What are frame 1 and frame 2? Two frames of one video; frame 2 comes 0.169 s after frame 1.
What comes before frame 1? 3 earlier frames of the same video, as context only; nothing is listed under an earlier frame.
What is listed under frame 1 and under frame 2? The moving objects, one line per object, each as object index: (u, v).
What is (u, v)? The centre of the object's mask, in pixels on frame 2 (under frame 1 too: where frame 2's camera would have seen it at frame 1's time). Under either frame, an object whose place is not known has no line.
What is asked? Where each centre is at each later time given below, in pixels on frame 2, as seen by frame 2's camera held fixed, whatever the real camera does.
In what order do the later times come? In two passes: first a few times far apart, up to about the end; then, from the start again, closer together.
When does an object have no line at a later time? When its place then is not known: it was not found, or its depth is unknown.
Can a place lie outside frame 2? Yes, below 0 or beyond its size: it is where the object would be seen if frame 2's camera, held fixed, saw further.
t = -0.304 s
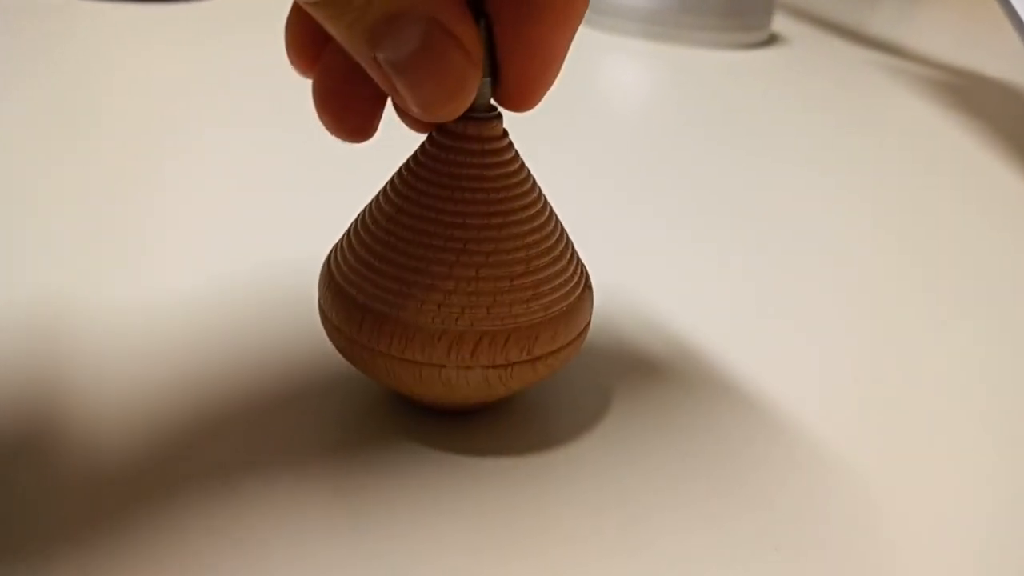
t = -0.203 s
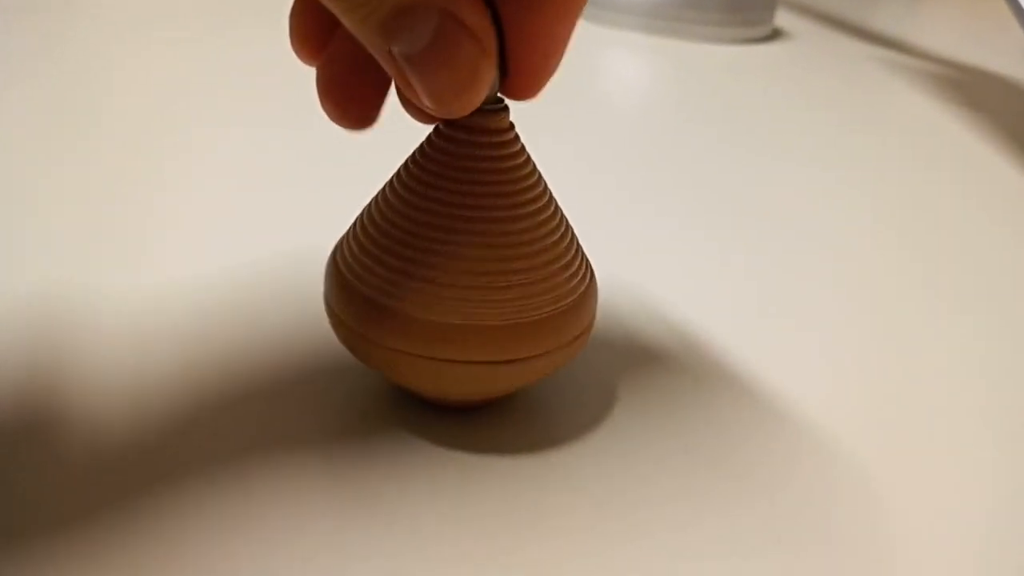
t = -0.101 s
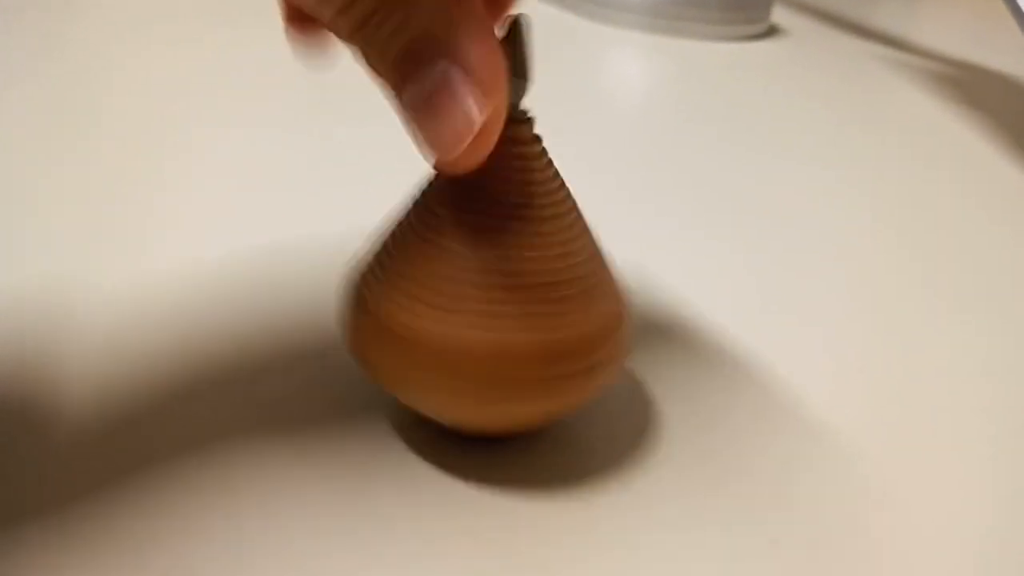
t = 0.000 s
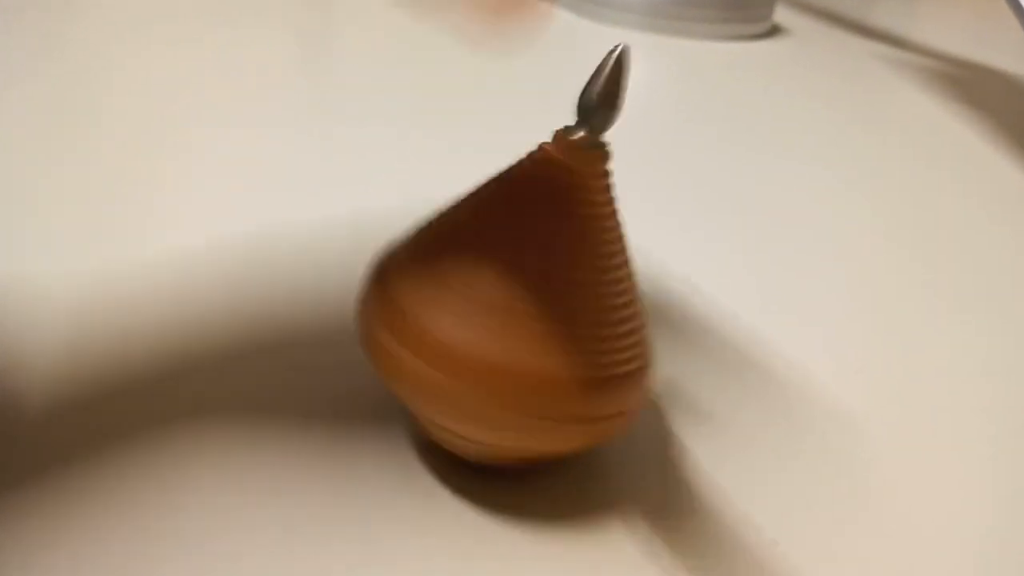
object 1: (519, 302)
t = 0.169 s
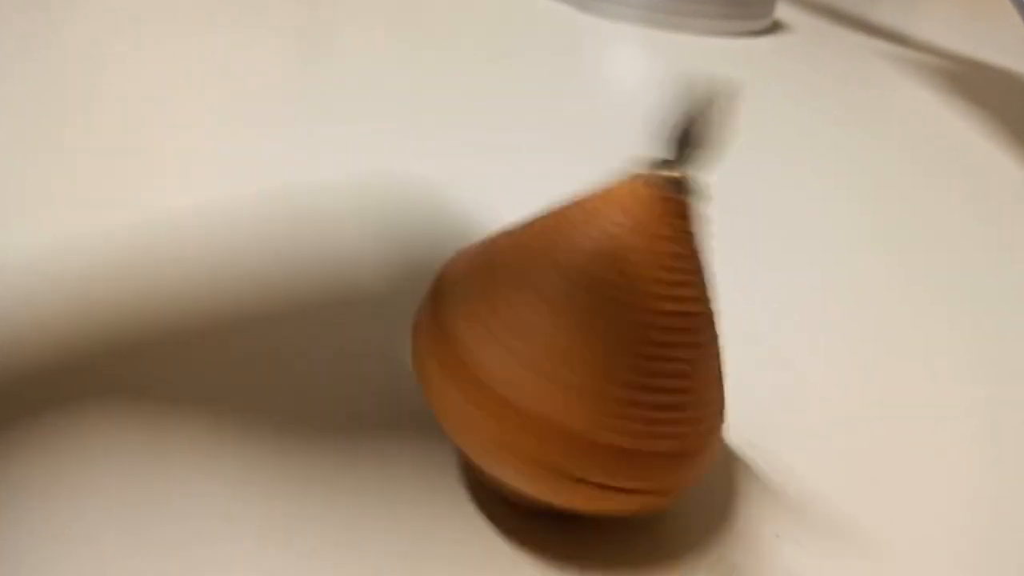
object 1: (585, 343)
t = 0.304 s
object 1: (683, 391)
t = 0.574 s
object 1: (679, 319)
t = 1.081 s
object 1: (729, 409)
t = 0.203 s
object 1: (602, 356)
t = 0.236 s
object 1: (626, 373)
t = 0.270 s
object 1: (653, 386)
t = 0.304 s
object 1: (683, 391)
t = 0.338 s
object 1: (717, 387)
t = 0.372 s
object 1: (741, 375)
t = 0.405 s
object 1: (751, 359)
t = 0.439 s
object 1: (754, 350)
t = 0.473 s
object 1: (743, 347)
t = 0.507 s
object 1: (725, 337)
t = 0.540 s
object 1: (700, 327)
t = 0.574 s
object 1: (679, 319)
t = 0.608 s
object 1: (679, 314)
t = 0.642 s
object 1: (674, 325)
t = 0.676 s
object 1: (672, 345)
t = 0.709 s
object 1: (683, 367)
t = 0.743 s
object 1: (697, 385)
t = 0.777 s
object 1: (712, 393)
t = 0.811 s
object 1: (722, 399)
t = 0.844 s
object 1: (728, 402)
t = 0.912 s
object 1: (731, 412)
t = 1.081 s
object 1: (729, 409)
